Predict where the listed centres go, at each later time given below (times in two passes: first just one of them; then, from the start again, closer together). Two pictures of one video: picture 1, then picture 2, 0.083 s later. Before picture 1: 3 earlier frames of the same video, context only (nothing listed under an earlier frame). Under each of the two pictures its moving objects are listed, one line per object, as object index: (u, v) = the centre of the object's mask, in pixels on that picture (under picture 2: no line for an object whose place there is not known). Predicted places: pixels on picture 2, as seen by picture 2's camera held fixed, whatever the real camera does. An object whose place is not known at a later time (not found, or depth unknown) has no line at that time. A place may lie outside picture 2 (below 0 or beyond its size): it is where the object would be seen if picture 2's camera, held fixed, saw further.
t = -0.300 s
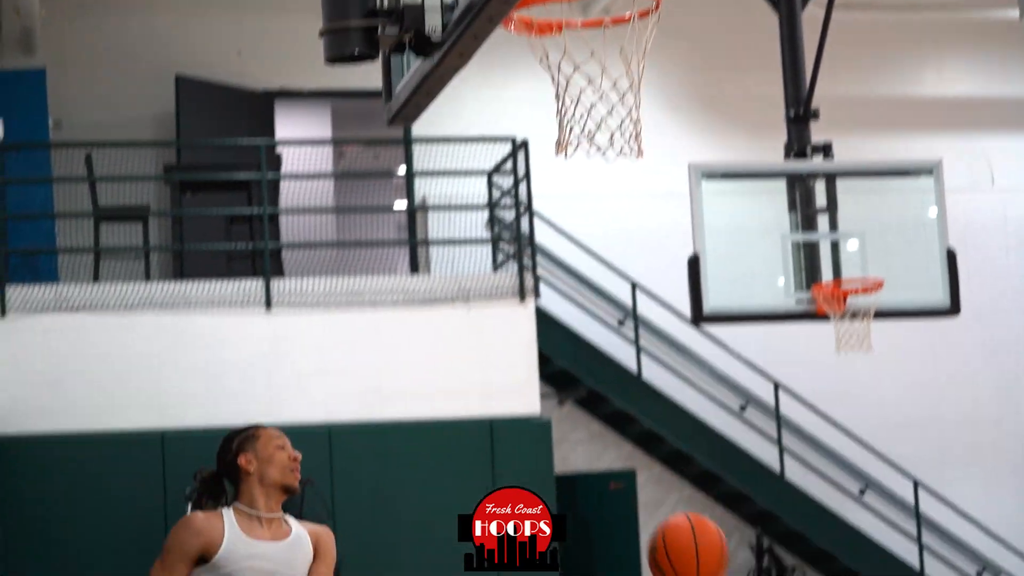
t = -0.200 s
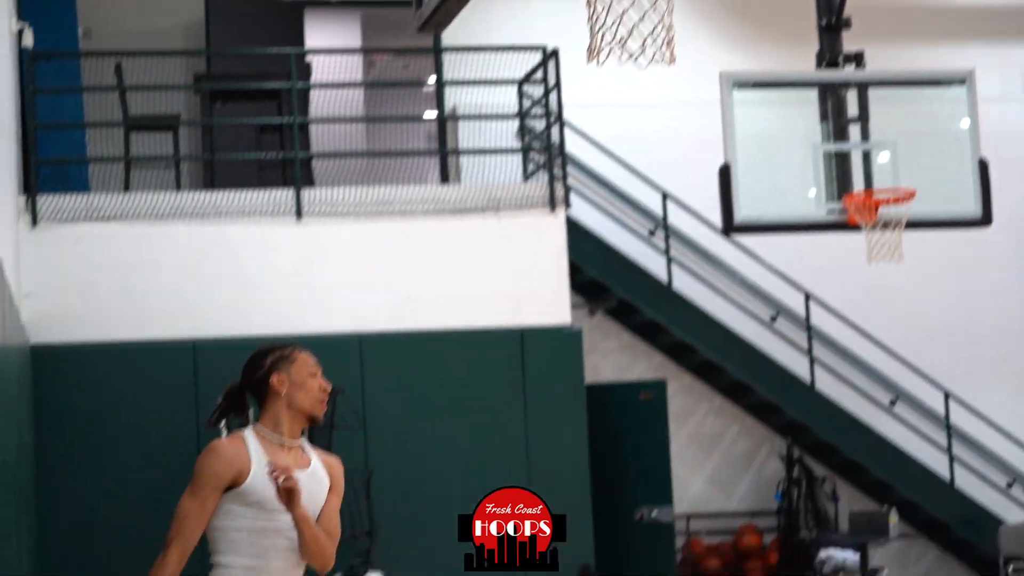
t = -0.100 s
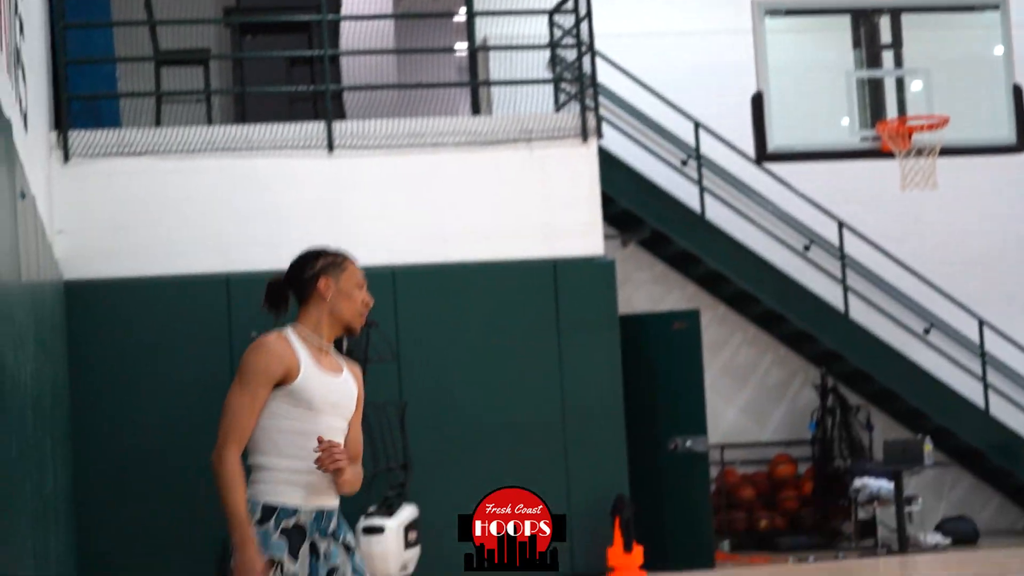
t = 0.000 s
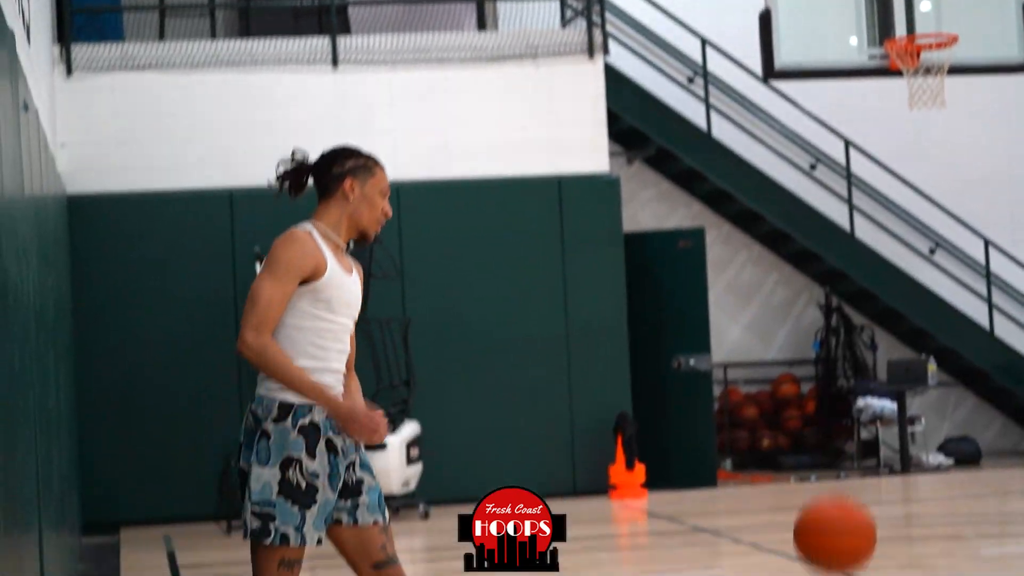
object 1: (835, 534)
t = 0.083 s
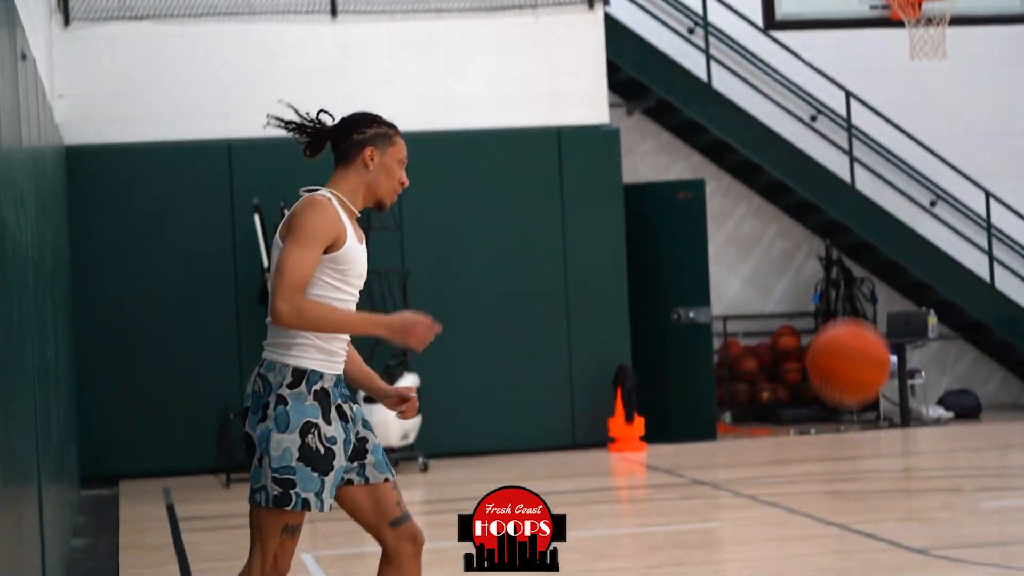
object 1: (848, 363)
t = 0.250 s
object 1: (879, 174)
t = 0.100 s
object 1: (851, 339)
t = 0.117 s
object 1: (854, 317)
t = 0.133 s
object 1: (857, 297)
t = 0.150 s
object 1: (860, 276)
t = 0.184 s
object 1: (867, 238)
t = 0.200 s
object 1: (870, 221)
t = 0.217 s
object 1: (873, 205)
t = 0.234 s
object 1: (876, 189)
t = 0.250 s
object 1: (879, 174)
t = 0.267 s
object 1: (883, 159)
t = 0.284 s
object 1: (887, 146)
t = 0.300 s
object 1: (889, 135)
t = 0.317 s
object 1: (893, 123)
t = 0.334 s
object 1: (896, 113)
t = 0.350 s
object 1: (899, 104)
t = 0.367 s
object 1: (902, 95)
